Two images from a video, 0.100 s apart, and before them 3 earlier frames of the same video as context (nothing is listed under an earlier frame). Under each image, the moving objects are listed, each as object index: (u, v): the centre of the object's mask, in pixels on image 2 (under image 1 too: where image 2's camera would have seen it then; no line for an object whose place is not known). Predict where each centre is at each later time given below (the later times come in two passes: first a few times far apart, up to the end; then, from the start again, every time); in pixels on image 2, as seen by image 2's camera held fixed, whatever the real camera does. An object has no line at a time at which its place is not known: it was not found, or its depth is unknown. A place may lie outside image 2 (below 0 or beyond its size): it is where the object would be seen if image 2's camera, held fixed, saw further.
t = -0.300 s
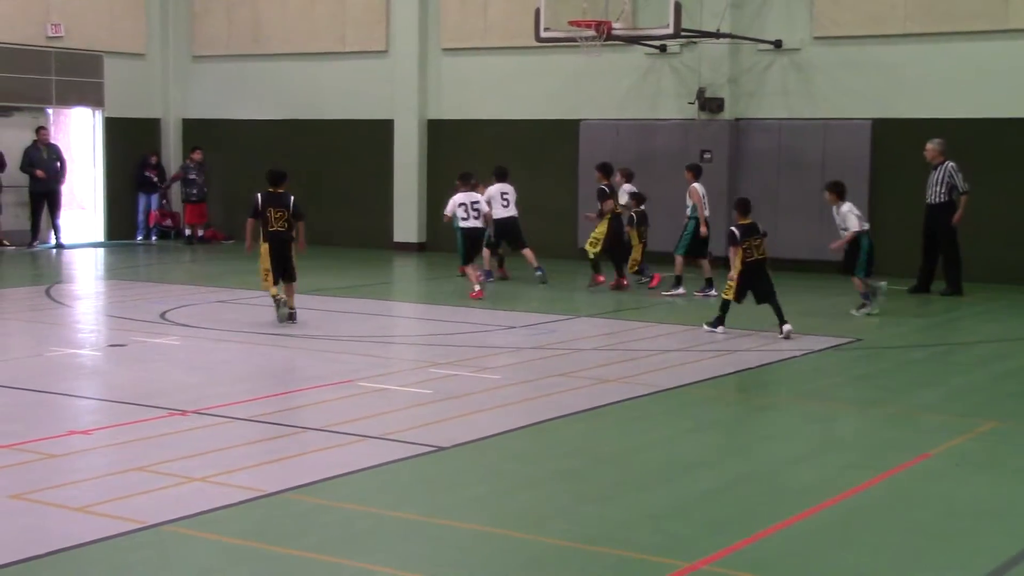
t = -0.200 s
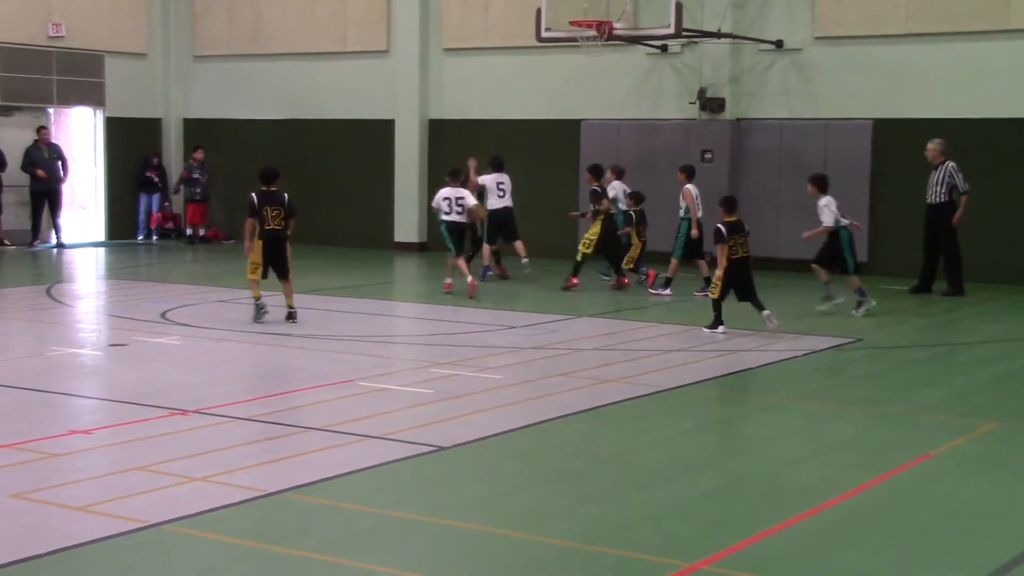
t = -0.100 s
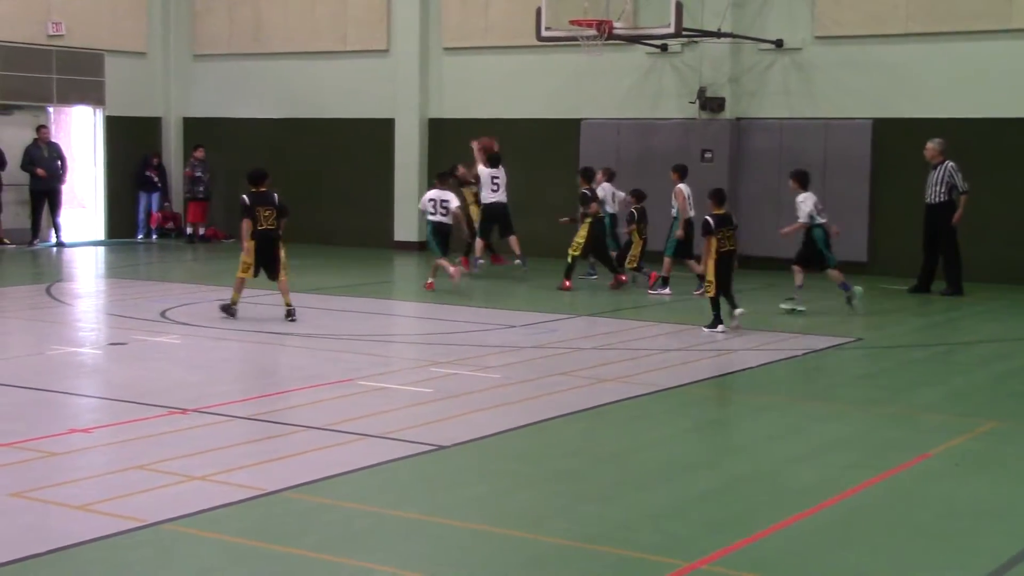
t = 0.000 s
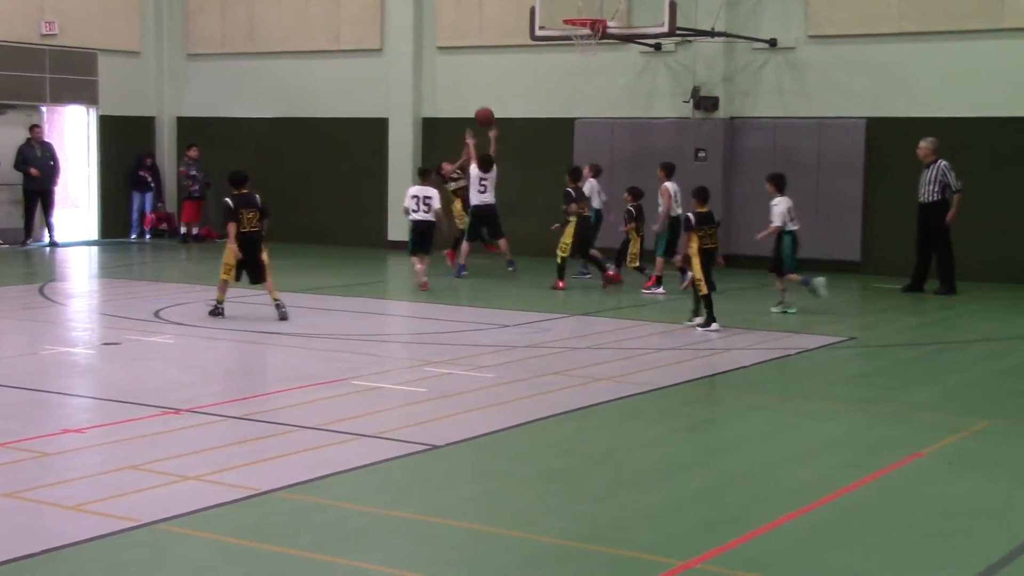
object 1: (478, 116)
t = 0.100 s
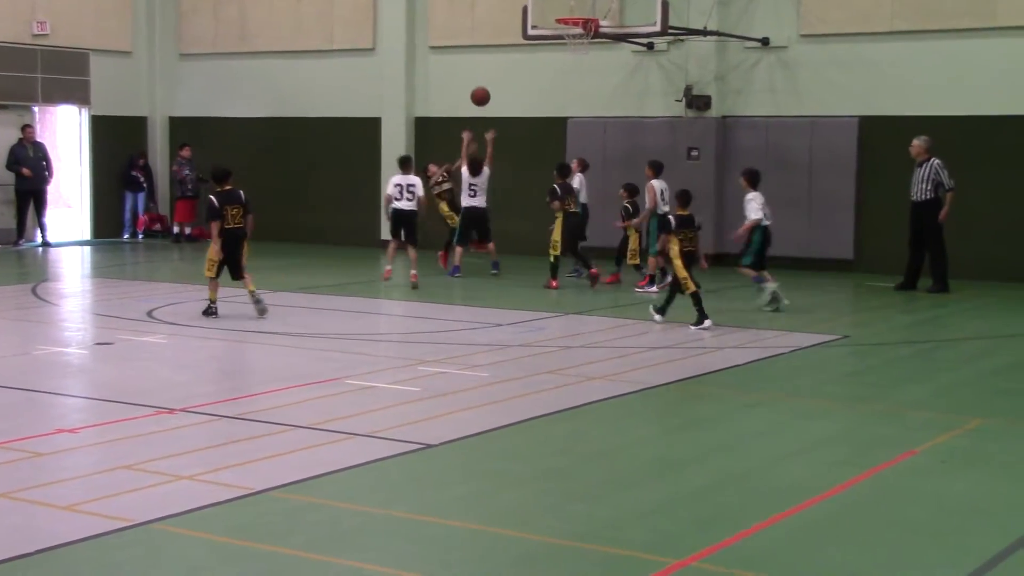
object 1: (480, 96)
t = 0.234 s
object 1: (484, 83)
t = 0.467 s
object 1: (492, 93)
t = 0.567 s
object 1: (496, 112)
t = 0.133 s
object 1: (481, 92)
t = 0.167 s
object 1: (482, 88)
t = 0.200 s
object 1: (483, 85)
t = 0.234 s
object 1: (484, 83)
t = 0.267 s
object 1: (485, 81)
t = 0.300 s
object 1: (487, 81)
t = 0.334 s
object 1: (488, 82)
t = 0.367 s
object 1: (489, 83)
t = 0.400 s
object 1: (490, 85)
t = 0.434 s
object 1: (491, 89)
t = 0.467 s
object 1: (492, 93)
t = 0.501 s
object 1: (493, 99)
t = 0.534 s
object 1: (495, 105)
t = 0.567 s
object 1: (496, 112)
